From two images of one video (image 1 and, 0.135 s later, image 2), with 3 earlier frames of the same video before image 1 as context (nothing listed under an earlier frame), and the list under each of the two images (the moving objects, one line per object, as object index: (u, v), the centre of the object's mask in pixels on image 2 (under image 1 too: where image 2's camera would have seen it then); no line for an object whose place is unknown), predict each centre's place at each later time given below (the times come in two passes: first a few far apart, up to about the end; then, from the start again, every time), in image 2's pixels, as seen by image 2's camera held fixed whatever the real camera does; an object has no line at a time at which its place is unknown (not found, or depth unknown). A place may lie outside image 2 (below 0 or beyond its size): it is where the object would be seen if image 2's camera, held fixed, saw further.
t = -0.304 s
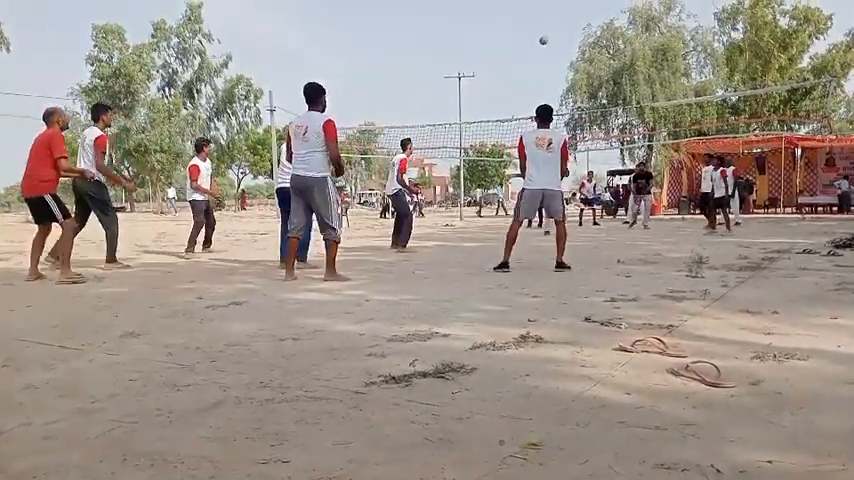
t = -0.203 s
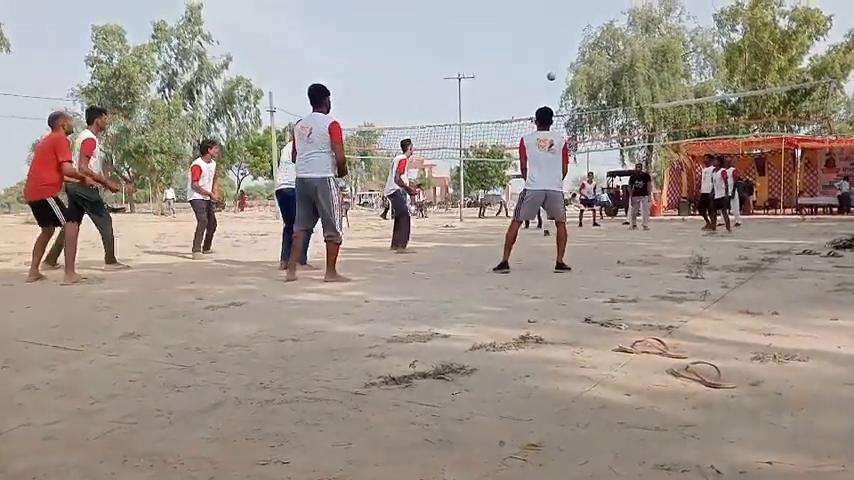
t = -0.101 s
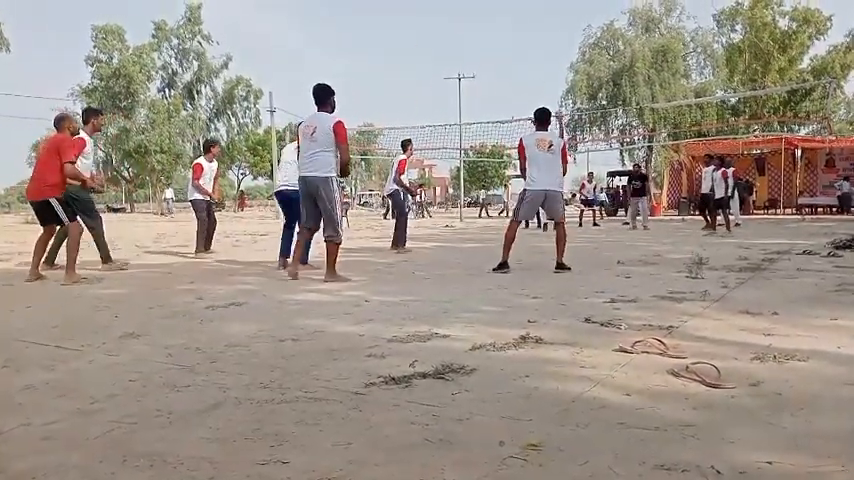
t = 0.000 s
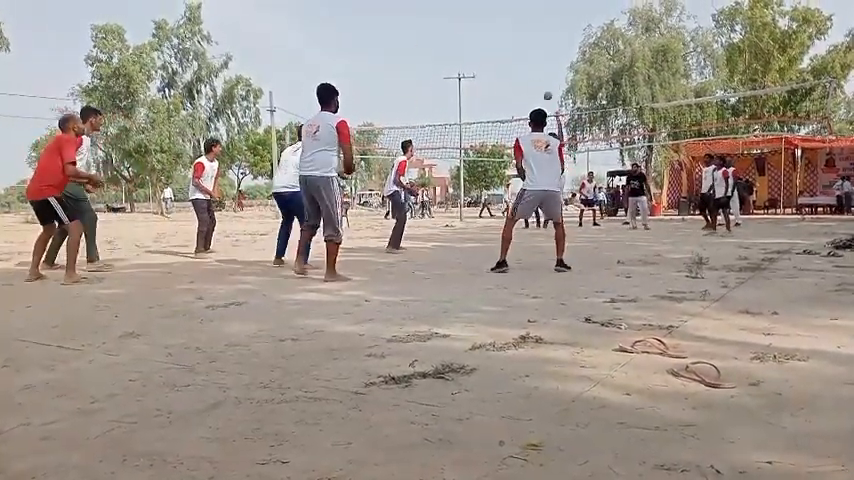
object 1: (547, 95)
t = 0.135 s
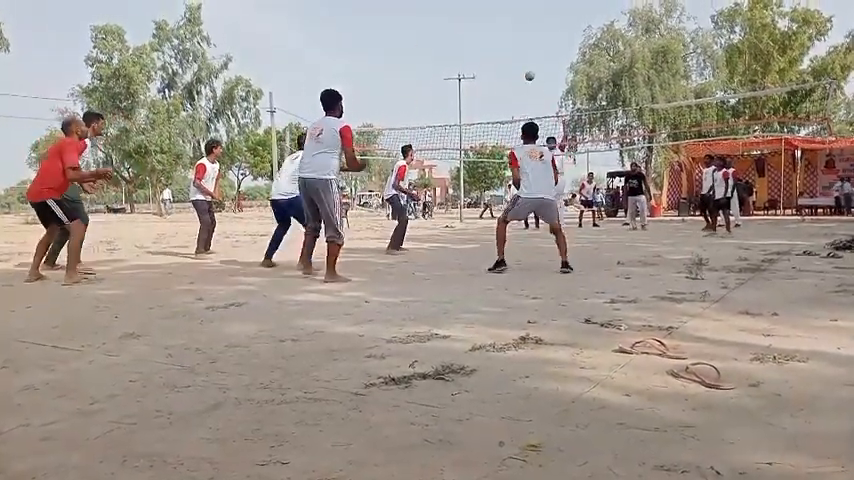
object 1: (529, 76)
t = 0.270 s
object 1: (508, 63)
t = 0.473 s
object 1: (472, 67)
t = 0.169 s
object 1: (524, 71)
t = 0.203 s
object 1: (519, 69)
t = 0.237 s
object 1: (514, 65)
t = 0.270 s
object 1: (508, 63)
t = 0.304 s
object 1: (503, 62)
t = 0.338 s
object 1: (497, 61)
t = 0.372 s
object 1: (491, 61)
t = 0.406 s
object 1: (485, 62)
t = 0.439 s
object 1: (478, 64)
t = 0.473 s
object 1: (472, 67)
